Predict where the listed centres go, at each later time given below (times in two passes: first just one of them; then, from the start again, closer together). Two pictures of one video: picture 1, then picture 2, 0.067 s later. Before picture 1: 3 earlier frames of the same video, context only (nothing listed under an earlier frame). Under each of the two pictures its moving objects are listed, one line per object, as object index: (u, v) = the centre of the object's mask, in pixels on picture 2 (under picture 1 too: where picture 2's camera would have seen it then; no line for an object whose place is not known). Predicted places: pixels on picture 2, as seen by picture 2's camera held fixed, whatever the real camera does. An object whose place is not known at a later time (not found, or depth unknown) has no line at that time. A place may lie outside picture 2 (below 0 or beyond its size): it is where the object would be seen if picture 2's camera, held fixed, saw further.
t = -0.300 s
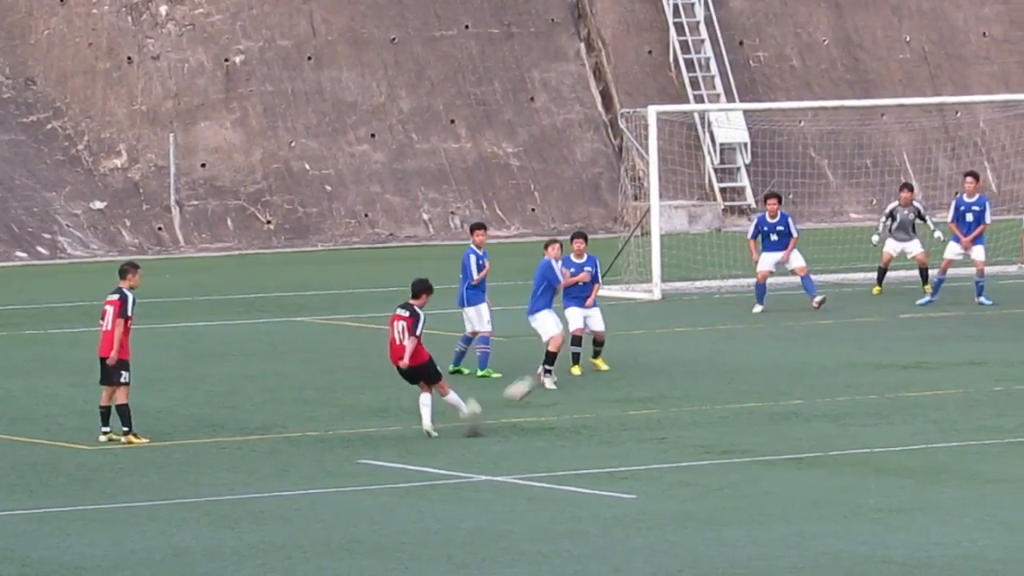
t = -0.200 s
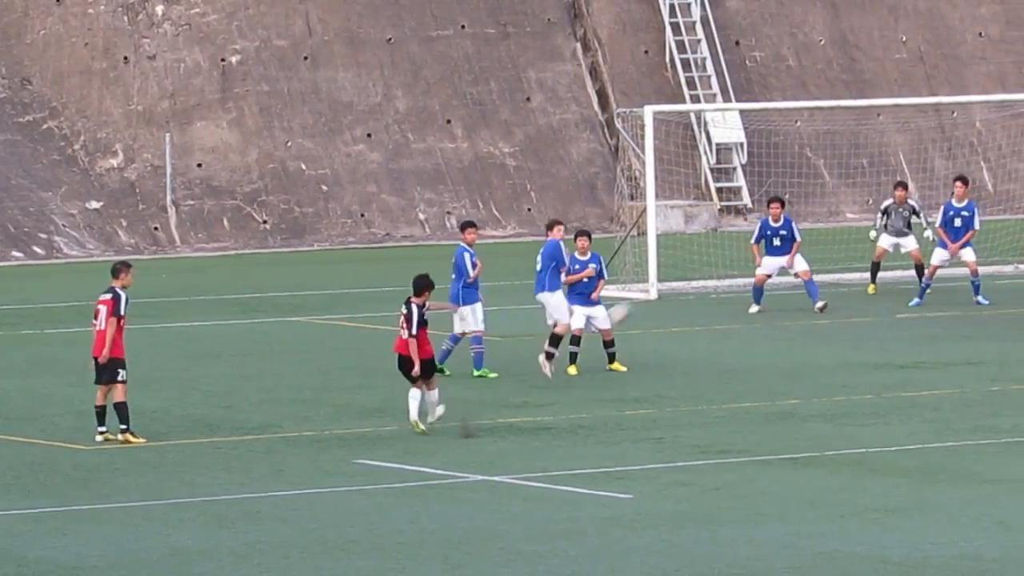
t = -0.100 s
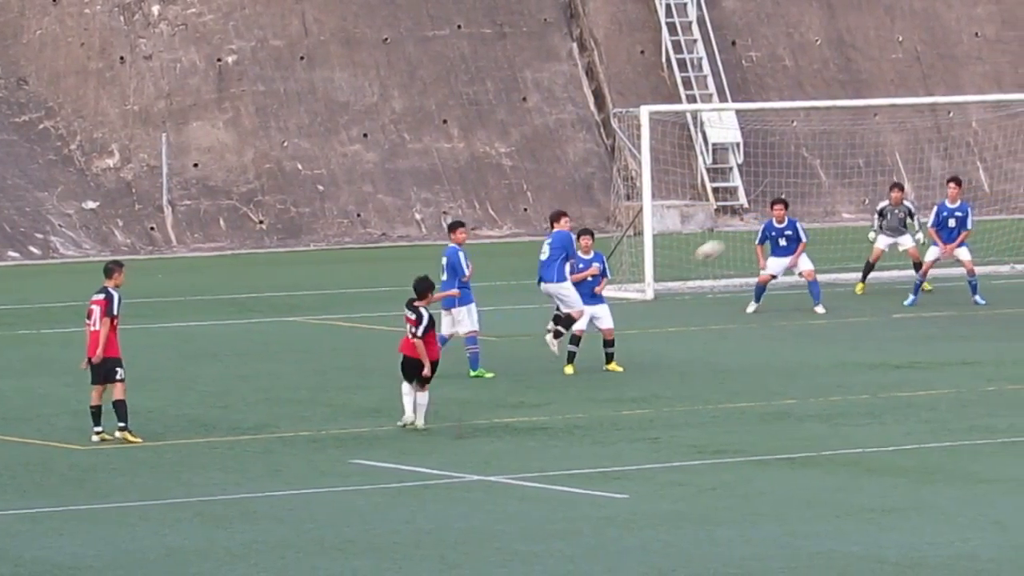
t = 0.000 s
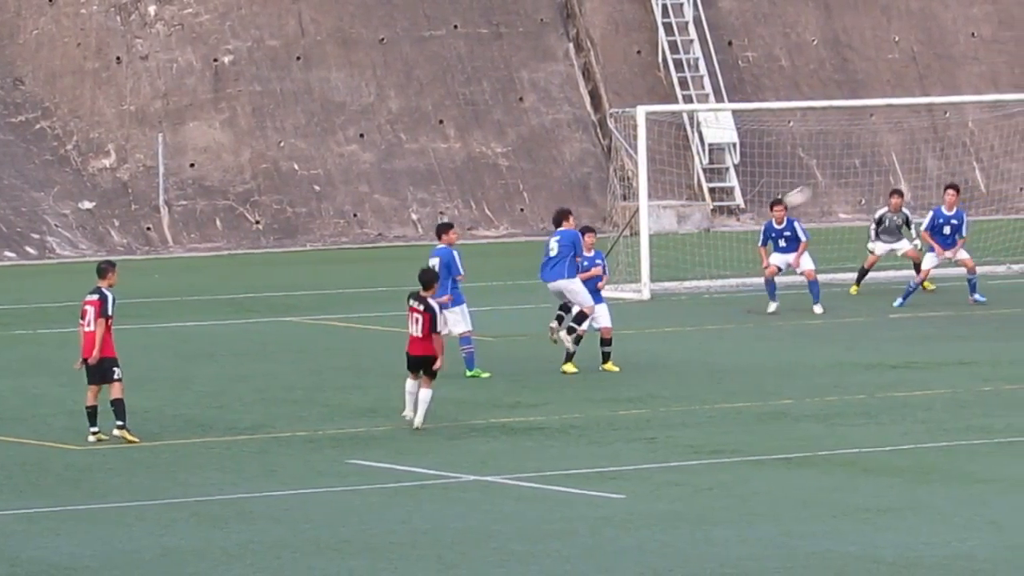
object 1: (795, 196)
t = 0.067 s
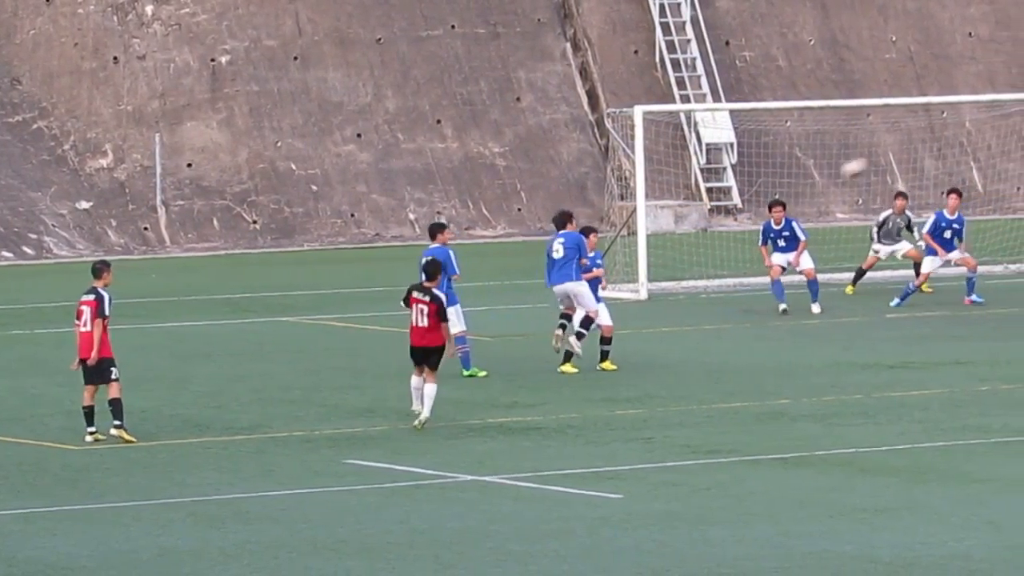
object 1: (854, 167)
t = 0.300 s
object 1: (1050, 96)
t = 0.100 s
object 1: (881, 155)
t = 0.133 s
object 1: (911, 141)
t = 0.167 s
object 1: (939, 130)
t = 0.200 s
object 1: (967, 120)
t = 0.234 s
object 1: (993, 112)
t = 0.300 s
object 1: (1050, 96)
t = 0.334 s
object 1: (1080, 88)
